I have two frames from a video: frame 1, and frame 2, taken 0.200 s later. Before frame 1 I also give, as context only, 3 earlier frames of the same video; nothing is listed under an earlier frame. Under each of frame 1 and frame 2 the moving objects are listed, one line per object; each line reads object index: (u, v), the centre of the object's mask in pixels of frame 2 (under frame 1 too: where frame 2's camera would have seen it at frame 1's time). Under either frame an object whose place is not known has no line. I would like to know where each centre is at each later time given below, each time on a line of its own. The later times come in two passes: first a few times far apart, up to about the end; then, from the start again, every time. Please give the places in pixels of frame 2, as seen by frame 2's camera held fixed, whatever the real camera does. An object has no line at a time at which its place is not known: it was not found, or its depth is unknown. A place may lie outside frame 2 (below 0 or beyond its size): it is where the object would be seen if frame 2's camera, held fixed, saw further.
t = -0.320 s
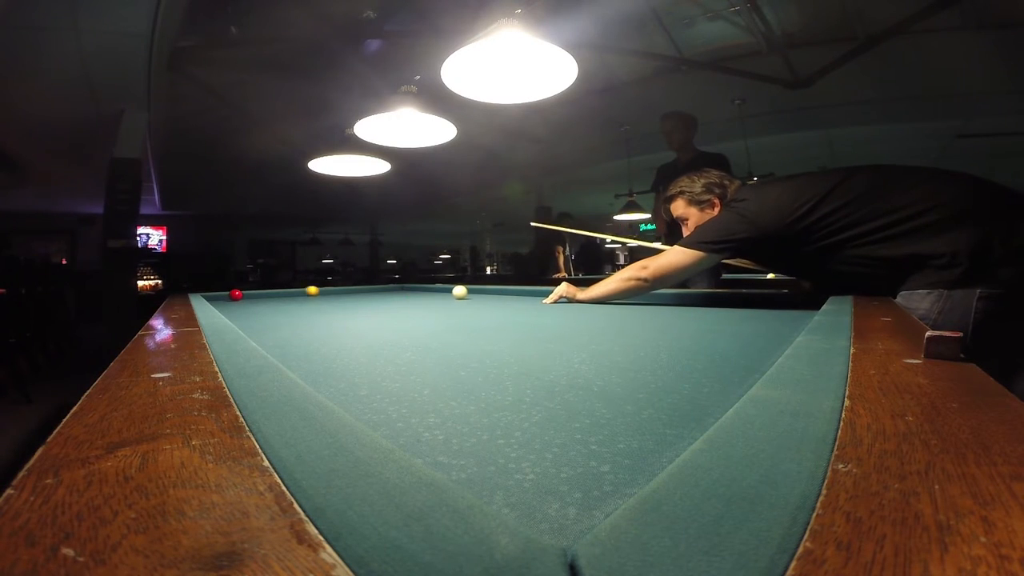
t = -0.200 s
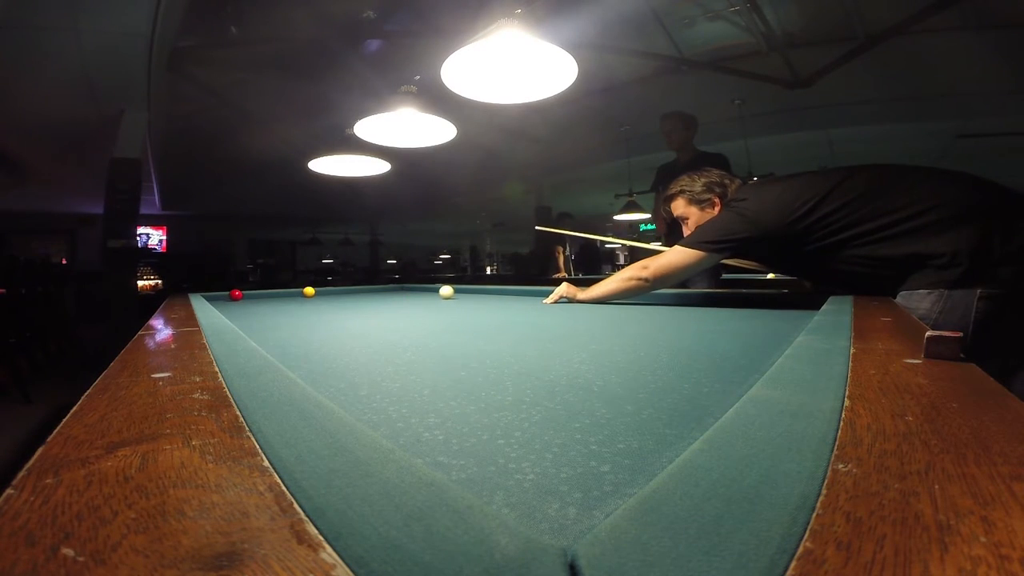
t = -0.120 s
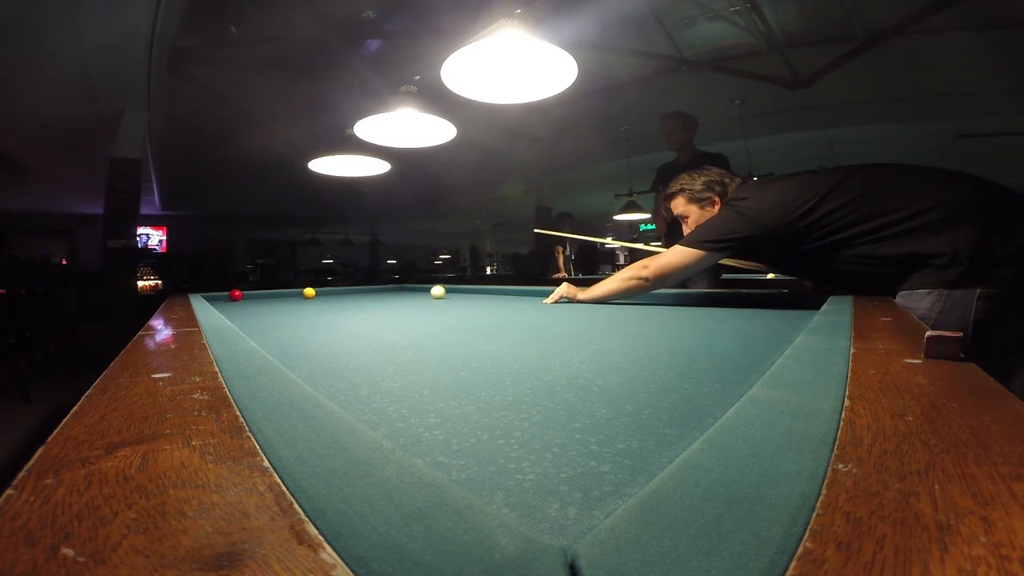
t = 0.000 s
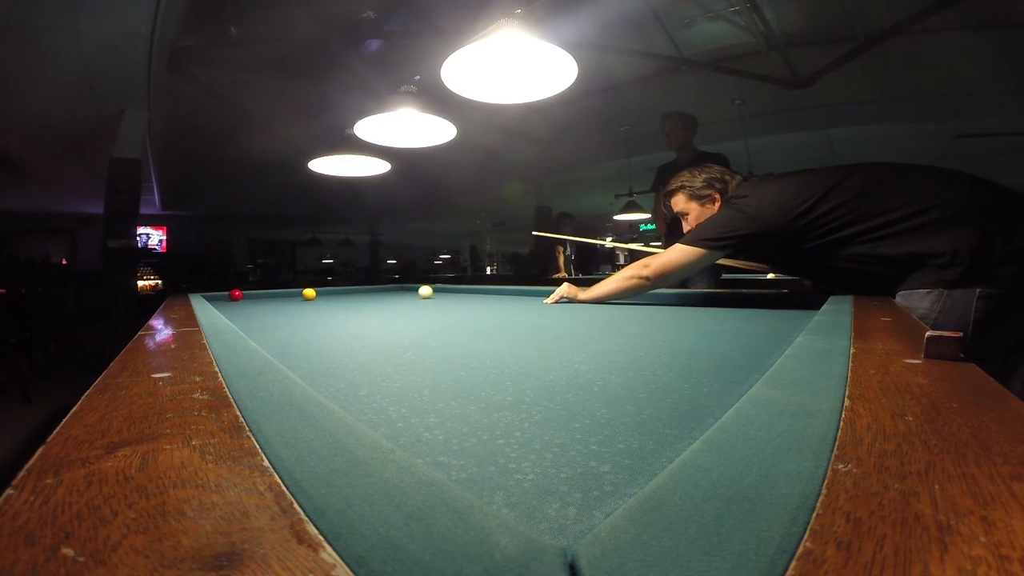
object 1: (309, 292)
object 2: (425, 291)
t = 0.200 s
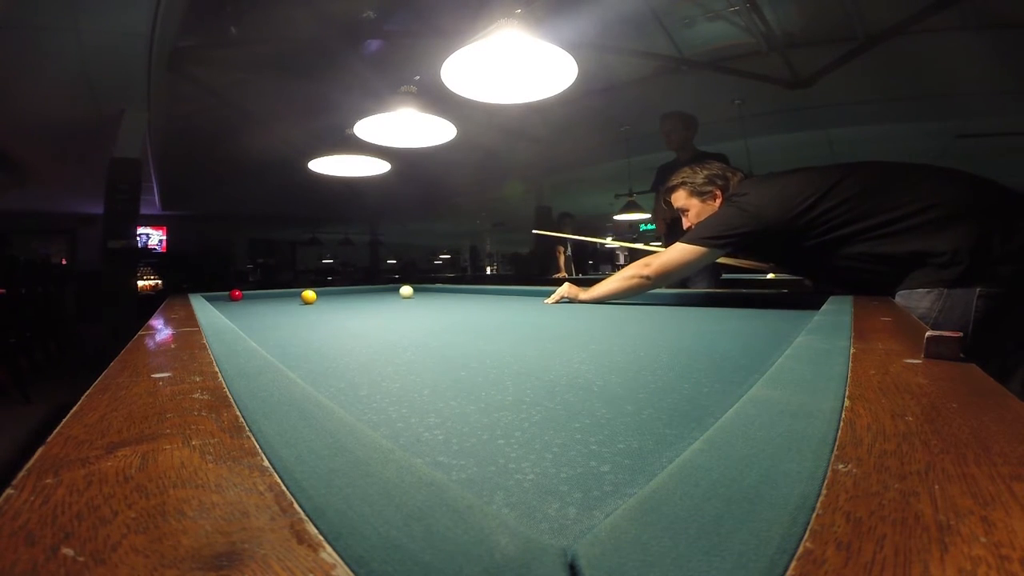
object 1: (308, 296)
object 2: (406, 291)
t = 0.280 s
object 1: (308, 298)
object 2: (399, 292)
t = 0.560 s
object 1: (308, 305)
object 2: (375, 292)
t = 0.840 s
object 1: (306, 316)
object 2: (354, 291)
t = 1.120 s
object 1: (305, 341)
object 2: (335, 291)
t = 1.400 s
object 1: (423, 402)
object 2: (318, 291)
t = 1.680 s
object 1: (520, 393)
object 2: (306, 291)
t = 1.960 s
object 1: (471, 349)
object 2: (302, 292)
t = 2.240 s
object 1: (450, 329)
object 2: (298, 292)
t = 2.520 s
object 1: (437, 317)
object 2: (293, 293)
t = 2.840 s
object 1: (428, 309)
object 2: (288, 294)
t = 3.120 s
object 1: (423, 304)
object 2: (284, 294)
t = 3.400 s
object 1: (419, 300)
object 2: (280, 295)
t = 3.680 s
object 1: (416, 297)
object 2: (275, 296)
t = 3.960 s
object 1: (413, 295)
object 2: (271, 297)
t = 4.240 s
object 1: (411, 293)
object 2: (267, 298)
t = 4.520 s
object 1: (409, 292)
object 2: (263, 298)
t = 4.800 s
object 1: (408, 291)
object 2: (258, 299)
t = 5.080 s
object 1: (407, 290)
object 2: (254, 300)
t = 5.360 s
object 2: (250, 301)
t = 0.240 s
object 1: (308, 297)
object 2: (402, 291)
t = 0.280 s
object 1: (308, 298)
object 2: (399, 292)
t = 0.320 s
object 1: (308, 298)
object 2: (395, 291)
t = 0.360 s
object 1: (308, 300)
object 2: (392, 292)
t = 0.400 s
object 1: (308, 300)
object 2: (388, 291)
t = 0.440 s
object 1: (308, 301)
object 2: (385, 291)
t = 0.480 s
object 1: (308, 303)
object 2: (382, 292)
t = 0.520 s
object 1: (308, 303)
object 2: (379, 291)
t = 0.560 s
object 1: (308, 305)
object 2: (375, 292)
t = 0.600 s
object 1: (307, 306)
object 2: (372, 291)
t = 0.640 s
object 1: (307, 307)
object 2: (369, 291)
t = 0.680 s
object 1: (307, 309)
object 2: (366, 292)
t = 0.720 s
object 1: (307, 310)
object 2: (363, 291)
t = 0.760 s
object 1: (307, 312)
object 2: (360, 292)
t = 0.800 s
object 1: (306, 313)
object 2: (357, 291)
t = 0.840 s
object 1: (306, 316)
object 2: (354, 291)
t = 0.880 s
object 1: (306, 318)
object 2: (351, 291)
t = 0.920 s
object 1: (306, 321)
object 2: (348, 291)
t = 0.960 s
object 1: (306, 324)
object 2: (346, 291)
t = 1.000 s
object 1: (306, 327)
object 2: (343, 291)
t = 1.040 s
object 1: (305, 332)
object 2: (340, 291)
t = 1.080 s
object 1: (305, 336)
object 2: (338, 291)
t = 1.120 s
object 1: (305, 341)
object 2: (335, 291)
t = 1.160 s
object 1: (305, 348)
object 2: (333, 291)
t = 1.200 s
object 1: (306, 354)
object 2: (330, 291)
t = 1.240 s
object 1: (314, 361)
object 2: (328, 291)
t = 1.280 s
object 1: (334, 369)
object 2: (325, 291)
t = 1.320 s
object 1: (357, 379)
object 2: (323, 291)
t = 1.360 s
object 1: (386, 389)
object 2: (320, 291)
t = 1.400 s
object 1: (423, 402)
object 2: (318, 291)
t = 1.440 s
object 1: (469, 417)
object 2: (316, 291)
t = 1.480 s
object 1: (528, 435)
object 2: (314, 291)
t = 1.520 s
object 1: (602, 452)
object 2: (312, 291)
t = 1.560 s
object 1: (577, 436)
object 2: (309, 291)
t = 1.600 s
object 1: (550, 418)
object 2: (307, 291)
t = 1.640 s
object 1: (532, 405)
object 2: (306, 291)
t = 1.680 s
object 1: (520, 393)
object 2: (306, 291)
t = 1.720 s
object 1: (509, 385)
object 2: (305, 291)
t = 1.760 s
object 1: (501, 376)
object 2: (304, 292)
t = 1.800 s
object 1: (493, 369)
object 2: (304, 291)
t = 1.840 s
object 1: (487, 363)
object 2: (304, 291)
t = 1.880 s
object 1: (481, 358)
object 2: (303, 292)
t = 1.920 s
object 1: (476, 353)
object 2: (302, 291)
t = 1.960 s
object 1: (471, 349)
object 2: (302, 292)
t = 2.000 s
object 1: (468, 345)
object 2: (301, 291)
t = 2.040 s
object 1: (464, 342)
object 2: (301, 292)
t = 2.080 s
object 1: (460, 338)
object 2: (300, 292)
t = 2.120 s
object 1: (458, 336)
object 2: (300, 292)
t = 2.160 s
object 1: (455, 334)
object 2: (299, 293)
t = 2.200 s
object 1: (452, 331)
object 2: (298, 292)
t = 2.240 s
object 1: (450, 329)
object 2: (298, 292)
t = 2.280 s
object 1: (448, 327)
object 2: (297, 292)
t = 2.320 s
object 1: (446, 325)
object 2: (297, 292)
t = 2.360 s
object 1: (444, 323)
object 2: (296, 293)
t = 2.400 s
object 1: (442, 321)
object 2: (295, 292)
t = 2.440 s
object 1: (440, 320)
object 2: (295, 293)
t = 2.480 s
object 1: (439, 318)
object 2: (294, 293)
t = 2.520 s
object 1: (437, 317)
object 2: (293, 293)
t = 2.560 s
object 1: (436, 316)
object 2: (293, 293)
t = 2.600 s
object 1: (435, 314)
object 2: (292, 293)
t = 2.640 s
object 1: (433, 314)
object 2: (292, 293)
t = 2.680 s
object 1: (432, 312)
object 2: (291, 293)
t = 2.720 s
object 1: (431, 311)
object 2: (290, 293)
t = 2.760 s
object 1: (430, 311)
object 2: (290, 294)
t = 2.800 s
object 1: (429, 309)
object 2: (289, 293)
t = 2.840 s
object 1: (428, 309)
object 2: (288, 294)
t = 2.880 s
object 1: (427, 308)
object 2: (288, 294)
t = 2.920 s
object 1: (426, 307)
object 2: (287, 294)
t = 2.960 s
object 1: (426, 306)
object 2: (287, 294)
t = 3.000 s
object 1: (425, 305)
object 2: (286, 294)
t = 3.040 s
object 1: (424, 305)
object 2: (285, 295)
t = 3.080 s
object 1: (423, 304)
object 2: (285, 294)
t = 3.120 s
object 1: (423, 304)
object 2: (284, 294)
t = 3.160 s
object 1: (422, 303)
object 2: (283, 295)
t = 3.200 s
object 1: (421, 302)
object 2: (283, 294)
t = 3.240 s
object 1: (421, 302)
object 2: (282, 295)
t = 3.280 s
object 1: (420, 301)
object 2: (282, 295)
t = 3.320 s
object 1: (420, 301)
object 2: (281, 295)
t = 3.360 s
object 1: (419, 301)
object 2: (280, 295)
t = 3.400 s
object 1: (419, 300)
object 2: (280, 295)
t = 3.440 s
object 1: (418, 300)
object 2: (279, 296)
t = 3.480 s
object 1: (418, 299)
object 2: (278, 295)
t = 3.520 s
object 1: (417, 299)
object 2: (278, 295)
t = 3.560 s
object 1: (417, 299)
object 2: (277, 296)
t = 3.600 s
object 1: (417, 298)
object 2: (277, 295)
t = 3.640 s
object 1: (416, 298)
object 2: (276, 296)
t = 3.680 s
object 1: (416, 297)
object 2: (275, 296)
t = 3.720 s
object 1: (415, 297)
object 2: (275, 296)
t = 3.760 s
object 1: (415, 297)
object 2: (274, 296)
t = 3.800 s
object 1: (415, 296)
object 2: (274, 296)
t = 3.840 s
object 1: (414, 296)
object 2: (273, 297)
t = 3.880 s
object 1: (414, 296)
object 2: (272, 297)
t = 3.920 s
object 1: (413, 295)
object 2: (272, 296)
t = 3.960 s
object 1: (413, 295)
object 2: (271, 297)
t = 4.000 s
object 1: (413, 295)
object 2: (270, 297)
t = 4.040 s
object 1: (413, 295)
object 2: (270, 297)
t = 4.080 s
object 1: (412, 294)
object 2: (269, 297)
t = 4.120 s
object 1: (412, 294)
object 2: (268, 297)
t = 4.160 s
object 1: (412, 294)
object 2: (268, 297)
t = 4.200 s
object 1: (411, 294)
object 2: (267, 297)
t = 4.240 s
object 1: (411, 293)
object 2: (267, 298)
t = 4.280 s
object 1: (411, 293)
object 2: (266, 298)
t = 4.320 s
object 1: (410, 293)
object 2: (266, 298)
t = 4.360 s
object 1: (410, 293)
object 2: (265, 298)
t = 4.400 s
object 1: (410, 293)
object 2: (264, 298)
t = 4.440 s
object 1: (410, 293)
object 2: (264, 298)
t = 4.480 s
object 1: (410, 292)
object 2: (263, 298)
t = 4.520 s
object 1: (409, 292)
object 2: (263, 298)
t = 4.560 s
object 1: (409, 292)
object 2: (262, 298)
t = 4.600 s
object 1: (409, 292)
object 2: (261, 298)
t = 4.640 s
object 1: (409, 292)
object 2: (261, 299)
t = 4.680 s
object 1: (409, 291)
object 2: (260, 299)
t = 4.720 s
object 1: (408, 291)
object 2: (259, 299)
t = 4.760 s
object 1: (408, 291)
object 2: (259, 299)
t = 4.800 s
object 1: (408, 291)
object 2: (258, 299)
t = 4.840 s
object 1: (408, 291)
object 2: (258, 299)
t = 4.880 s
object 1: (408, 290)
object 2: (257, 299)
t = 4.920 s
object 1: (407, 290)
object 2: (257, 299)
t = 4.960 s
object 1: (407, 290)
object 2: (256, 299)
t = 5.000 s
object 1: (407, 290)
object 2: (255, 299)
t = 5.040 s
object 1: (407, 290)
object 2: (255, 300)
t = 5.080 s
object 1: (407, 290)
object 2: (254, 300)
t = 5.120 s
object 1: (406, 290)
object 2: (254, 300)
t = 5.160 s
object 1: (406, 289)
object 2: (253, 300)
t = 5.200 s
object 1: (406, 289)
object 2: (253, 300)
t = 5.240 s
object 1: (406, 289)
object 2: (252, 300)
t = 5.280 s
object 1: (406, 289)
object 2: (251, 300)
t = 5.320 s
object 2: (251, 301)
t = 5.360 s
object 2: (250, 301)
